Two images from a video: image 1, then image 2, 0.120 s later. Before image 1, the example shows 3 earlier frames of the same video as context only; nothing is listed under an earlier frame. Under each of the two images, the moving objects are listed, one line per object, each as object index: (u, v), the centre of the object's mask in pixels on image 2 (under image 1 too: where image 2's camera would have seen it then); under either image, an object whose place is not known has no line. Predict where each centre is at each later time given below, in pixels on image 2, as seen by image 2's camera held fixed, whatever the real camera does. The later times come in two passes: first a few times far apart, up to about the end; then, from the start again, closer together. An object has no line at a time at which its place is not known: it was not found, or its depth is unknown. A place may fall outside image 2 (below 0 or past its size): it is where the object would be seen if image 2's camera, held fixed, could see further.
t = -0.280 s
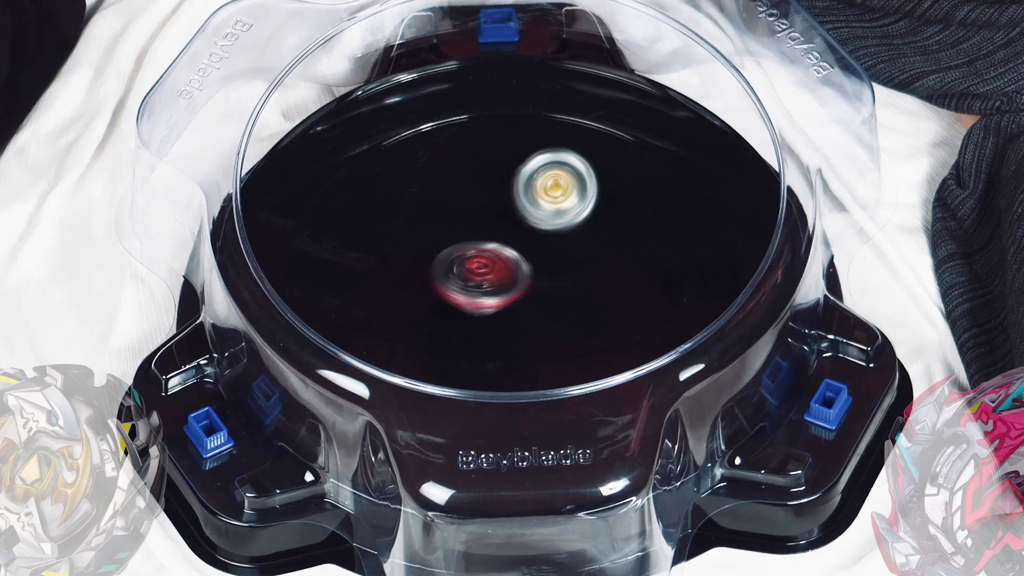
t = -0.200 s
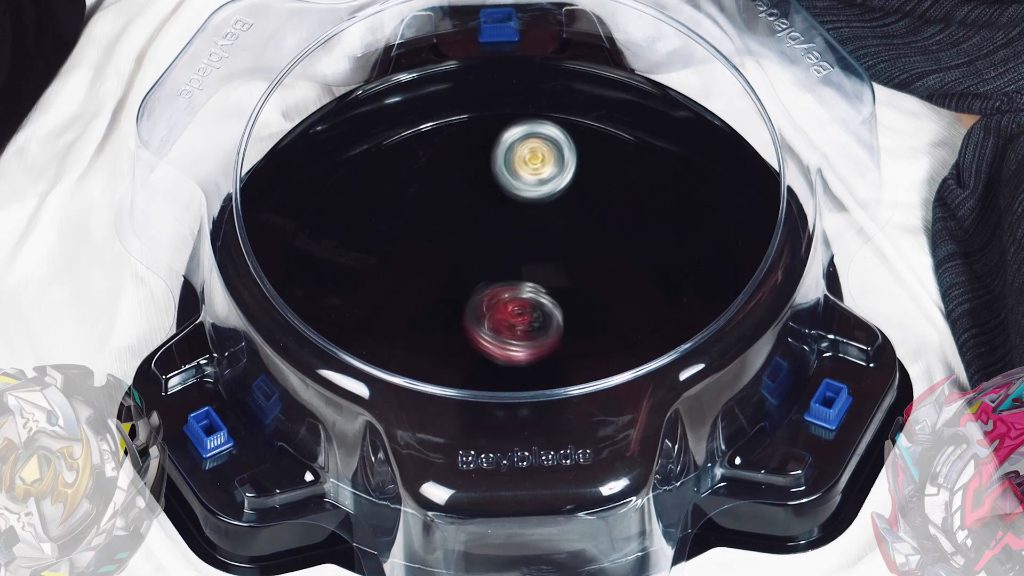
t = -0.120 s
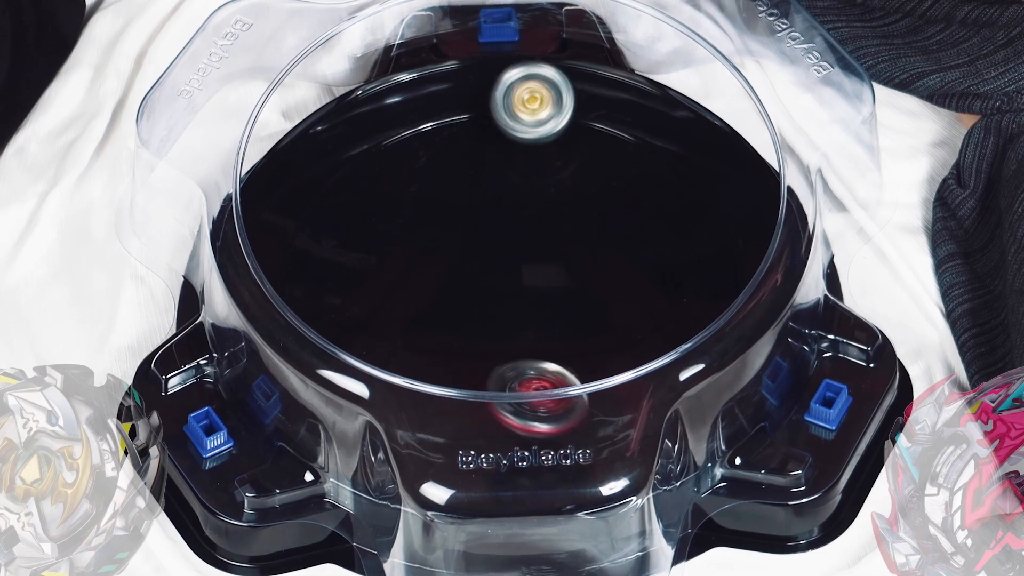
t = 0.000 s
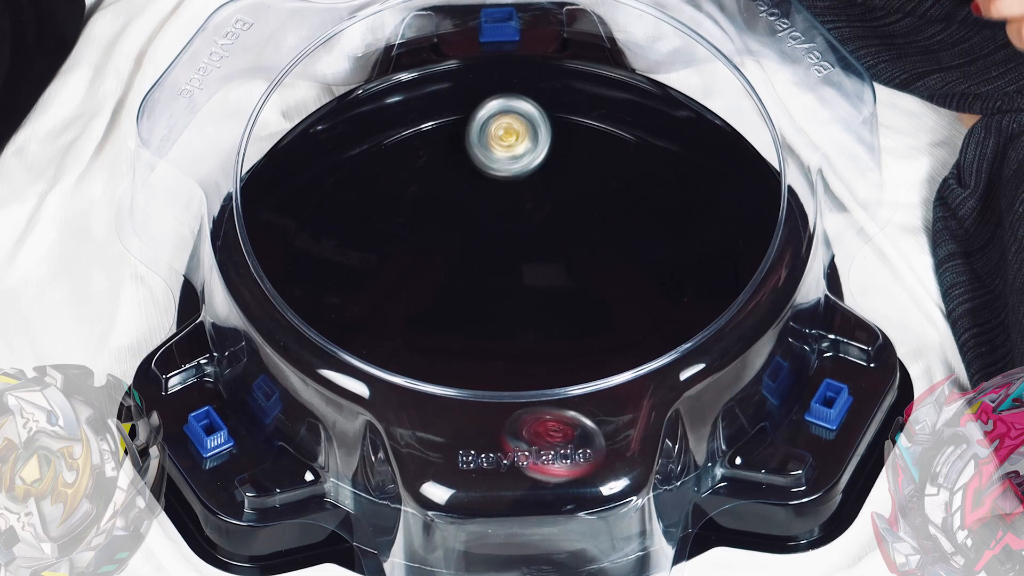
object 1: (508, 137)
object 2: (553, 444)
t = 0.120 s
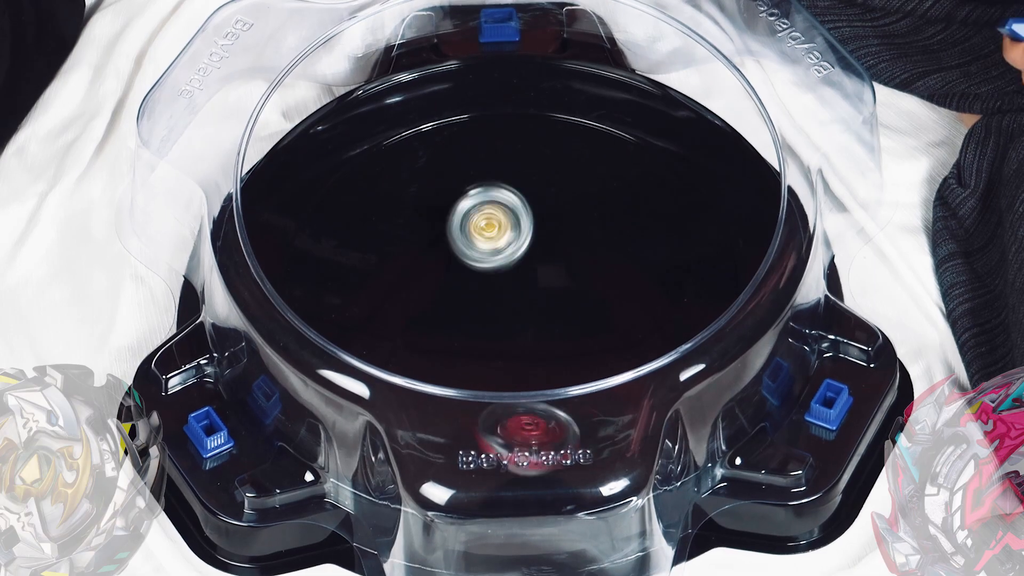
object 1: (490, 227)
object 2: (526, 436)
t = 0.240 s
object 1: (503, 317)
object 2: (503, 393)
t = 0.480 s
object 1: (636, 230)
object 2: (395, 376)
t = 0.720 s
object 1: (619, 177)
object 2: (512, 247)
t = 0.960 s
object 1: (591, 180)
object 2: (465, 269)
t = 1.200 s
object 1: (626, 308)
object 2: (370, 286)
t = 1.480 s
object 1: (668, 330)
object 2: (387, 218)
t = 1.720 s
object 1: (515, 298)
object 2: (562, 181)
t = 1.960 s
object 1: (424, 381)
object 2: (594, 225)
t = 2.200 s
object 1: (481, 415)
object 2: (487, 318)
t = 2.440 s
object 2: (451, 186)
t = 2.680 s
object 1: (543, 290)
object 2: (500, 178)
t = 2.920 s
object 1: (488, 358)
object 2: (499, 84)
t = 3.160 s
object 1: (421, 326)
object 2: (524, 233)
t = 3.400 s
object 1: (406, 272)
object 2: (504, 327)
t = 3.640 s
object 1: (434, 254)
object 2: (482, 333)
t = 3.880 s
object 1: (475, 244)
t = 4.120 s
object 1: (499, 221)
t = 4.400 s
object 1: (477, 205)
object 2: (537, 279)
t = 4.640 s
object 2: (562, 290)
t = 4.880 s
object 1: (530, 196)
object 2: (592, 284)
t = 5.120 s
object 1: (452, 159)
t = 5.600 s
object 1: (560, 127)
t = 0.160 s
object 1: (491, 262)
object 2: (519, 426)
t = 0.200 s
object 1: (496, 290)
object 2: (516, 415)
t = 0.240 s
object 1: (503, 317)
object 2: (503, 393)
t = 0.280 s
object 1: (525, 305)
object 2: (480, 387)
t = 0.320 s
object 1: (550, 300)
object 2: (452, 397)
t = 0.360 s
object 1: (576, 285)
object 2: (425, 417)
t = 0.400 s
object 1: (600, 268)
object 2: (411, 406)
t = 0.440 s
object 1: (621, 249)
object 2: (401, 388)
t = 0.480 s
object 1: (636, 230)
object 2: (395, 376)
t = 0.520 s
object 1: (646, 213)
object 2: (399, 350)
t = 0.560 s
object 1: (650, 200)
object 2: (411, 338)
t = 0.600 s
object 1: (648, 190)
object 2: (435, 313)
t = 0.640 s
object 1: (642, 182)
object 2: (463, 291)
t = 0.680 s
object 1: (633, 179)
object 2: (485, 268)
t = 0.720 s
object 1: (619, 177)
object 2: (512, 247)
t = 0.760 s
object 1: (603, 179)
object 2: (523, 228)
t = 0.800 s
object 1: (609, 167)
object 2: (514, 240)
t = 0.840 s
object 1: (611, 161)
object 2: (498, 248)
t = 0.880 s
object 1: (609, 161)
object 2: (481, 258)
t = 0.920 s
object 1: (602, 167)
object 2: (466, 259)
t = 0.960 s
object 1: (591, 180)
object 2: (465, 269)
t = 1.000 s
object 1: (578, 199)
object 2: (455, 278)
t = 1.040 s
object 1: (565, 221)
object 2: (453, 281)
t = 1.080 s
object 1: (553, 246)
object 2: (466, 278)
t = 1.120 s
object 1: (566, 269)
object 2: (439, 270)
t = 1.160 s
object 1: (595, 290)
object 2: (402, 274)
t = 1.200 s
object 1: (626, 308)
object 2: (370, 286)
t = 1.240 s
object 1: (651, 320)
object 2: (352, 274)
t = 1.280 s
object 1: (676, 330)
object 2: (339, 279)
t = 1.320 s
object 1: (693, 337)
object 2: (331, 271)
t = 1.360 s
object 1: (698, 335)
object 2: (332, 258)
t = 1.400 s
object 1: (697, 338)
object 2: (346, 243)
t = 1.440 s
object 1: (685, 336)
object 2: (364, 228)
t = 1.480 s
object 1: (668, 330)
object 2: (387, 218)
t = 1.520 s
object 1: (647, 321)
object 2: (415, 202)
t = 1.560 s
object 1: (625, 312)
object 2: (446, 198)
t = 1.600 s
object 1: (600, 303)
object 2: (481, 197)
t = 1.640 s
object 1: (573, 292)
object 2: (512, 196)
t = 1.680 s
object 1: (544, 283)
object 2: (536, 198)
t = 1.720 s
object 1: (515, 298)
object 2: (562, 181)
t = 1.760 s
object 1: (490, 313)
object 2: (575, 168)
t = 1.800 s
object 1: (468, 327)
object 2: (583, 164)
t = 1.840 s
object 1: (449, 345)
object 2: (591, 169)
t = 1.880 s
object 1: (437, 352)
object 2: (598, 181)
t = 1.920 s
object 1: (429, 368)
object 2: (593, 201)
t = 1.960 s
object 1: (424, 381)
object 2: (594, 225)
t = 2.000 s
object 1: (425, 390)
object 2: (589, 254)
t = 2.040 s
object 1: (433, 395)
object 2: (573, 283)
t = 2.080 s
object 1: (442, 402)
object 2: (556, 307)
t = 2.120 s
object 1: (457, 403)
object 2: (538, 323)
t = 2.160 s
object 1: (472, 403)
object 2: (508, 333)
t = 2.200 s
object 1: (481, 415)
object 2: (487, 318)
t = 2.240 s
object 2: (474, 291)
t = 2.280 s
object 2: (465, 263)
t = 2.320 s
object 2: (457, 237)
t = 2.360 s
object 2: (453, 215)
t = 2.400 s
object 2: (456, 197)
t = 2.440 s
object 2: (451, 186)
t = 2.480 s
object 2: (454, 183)
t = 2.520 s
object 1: (572, 368)
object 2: (465, 187)
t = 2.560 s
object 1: (569, 345)
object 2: (482, 188)
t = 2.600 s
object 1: (561, 318)
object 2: (490, 194)
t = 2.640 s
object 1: (548, 291)
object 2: (501, 202)
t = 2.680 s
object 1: (543, 290)
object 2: (500, 178)
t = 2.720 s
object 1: (541, 310)
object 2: (495, 133)
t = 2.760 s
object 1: (538, 332)
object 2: (484, 94)
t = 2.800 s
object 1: (529, 343)
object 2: (485, 66)
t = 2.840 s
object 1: (518, 351)
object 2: (485, 59)
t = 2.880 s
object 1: (504, 356)
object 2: (499, 71)
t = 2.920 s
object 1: (488, 358)
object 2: (499, 84)
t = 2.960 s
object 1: (475, 357)
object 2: (511, 101)
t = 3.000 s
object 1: (463, 355)
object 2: (511, 122)
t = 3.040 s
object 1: (451, 351)
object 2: (518, 150)
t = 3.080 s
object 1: (439, 345)
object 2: (522, 180)
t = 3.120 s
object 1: (428, 337)
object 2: (527, 207)
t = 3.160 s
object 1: (421, 326)
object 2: (524, 233)
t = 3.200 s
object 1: (414, 315)
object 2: (520, 259)
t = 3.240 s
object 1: (409, 304)
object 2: (513, 285)
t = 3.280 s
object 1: (405, 293)
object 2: (509, 299)
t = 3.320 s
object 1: (404, 282)
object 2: (507, 313)
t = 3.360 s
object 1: (403, 275)
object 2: (510, 327)
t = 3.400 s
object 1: (406, 272)
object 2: (504, 327)
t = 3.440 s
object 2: (502, 329)
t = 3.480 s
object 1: (412, 262)
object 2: (500, 330)
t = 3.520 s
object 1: (417, 257)
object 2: (491, 327)
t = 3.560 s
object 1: (421, 255)
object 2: (488, 332)
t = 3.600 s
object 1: (427, 255)
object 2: (482, 336)
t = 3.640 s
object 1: (434, 254)
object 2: (482, 333)
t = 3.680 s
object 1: (441, 253)
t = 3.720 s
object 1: (447, 251)
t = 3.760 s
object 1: (454, 249)
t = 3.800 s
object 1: (461, 248)
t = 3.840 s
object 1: (469, 246)
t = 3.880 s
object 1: (475, 244)
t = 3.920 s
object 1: (482, 240)
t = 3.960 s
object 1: (486, 235)
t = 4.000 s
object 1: (491, 231)
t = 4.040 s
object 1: (494, 227)
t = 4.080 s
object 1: (497, 224)
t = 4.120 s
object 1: (499, 221)
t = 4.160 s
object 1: (499, 218)
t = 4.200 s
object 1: (499, 214)
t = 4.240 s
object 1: (496, 210)
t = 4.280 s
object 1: (492, 208)
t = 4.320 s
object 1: (489, 206)
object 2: (516, 297)
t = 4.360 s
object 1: (483, 204)
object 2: (528, 287)
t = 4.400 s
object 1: (477, 205)
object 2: (537, 279)
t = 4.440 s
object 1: (469, 207)
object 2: (541, 273)
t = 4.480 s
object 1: (463, 211)
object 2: (541, 271)
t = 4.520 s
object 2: (542, 271)
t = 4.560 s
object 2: (542, 274)
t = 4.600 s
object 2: (545, 284)
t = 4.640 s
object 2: (562, 290)
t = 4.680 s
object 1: (479, 225)
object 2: (571, 294)
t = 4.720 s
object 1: (492, 225)
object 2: (578, 294)
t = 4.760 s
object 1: (506, 222)
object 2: (582, 291)
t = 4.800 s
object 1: (519, 219)
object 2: (584, 285)
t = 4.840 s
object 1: (532, 214)
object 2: (583, 278)
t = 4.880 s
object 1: (530, 196)
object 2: (592, 284)
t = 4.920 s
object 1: (520, 174)
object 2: (598, 301)
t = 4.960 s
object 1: (507, 157)
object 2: (595, 318)
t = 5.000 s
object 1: (492, 147)
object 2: (588, 336)
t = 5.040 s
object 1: (476, 145)
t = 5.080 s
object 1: (464, 149)
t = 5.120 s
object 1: (452, 159)
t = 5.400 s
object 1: (513, 195)
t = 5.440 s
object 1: (531, 172)
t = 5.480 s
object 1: (546, 154)
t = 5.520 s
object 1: (555, 140)
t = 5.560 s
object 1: (560, 131)
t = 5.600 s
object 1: (560, 127)
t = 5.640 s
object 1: (558, 127)
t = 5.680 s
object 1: (554, 130)
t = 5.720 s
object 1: (549, 138)
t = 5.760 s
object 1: (543, 150)
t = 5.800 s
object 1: (536, 165)
